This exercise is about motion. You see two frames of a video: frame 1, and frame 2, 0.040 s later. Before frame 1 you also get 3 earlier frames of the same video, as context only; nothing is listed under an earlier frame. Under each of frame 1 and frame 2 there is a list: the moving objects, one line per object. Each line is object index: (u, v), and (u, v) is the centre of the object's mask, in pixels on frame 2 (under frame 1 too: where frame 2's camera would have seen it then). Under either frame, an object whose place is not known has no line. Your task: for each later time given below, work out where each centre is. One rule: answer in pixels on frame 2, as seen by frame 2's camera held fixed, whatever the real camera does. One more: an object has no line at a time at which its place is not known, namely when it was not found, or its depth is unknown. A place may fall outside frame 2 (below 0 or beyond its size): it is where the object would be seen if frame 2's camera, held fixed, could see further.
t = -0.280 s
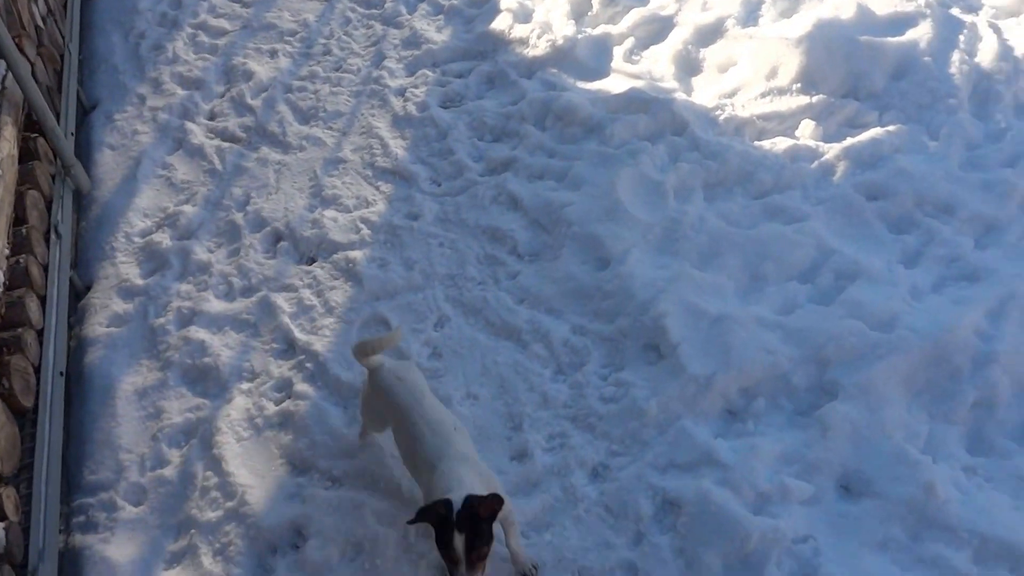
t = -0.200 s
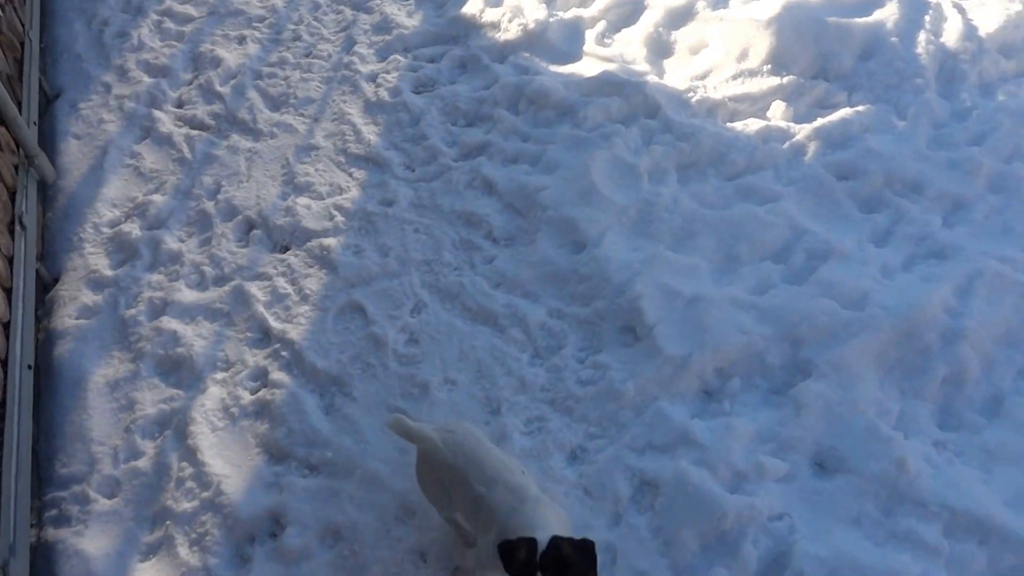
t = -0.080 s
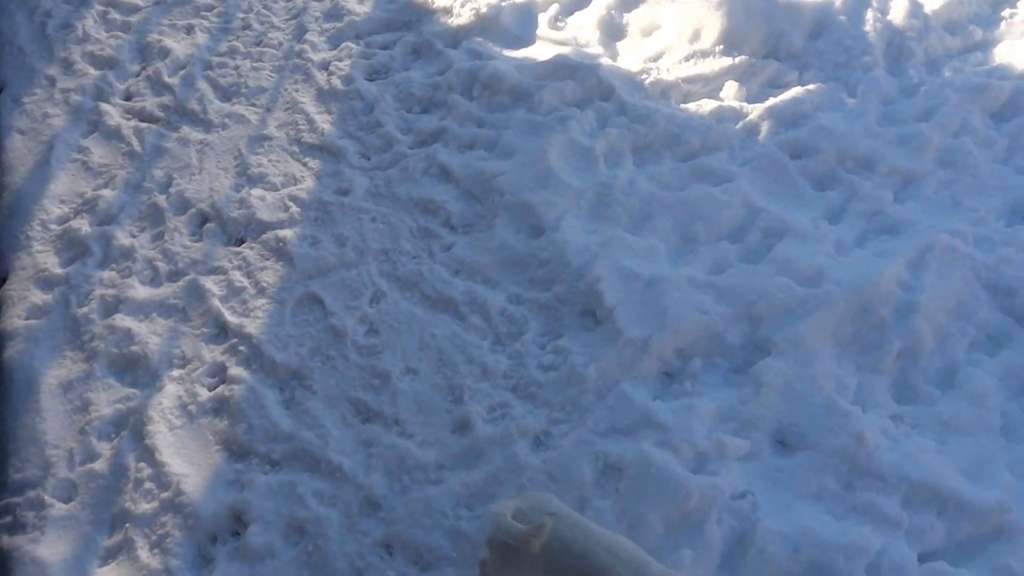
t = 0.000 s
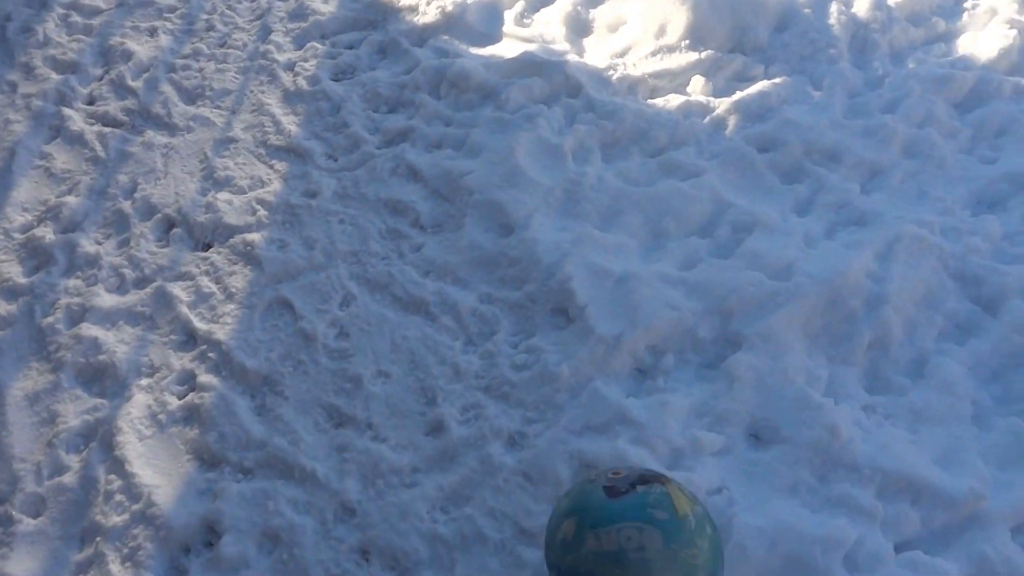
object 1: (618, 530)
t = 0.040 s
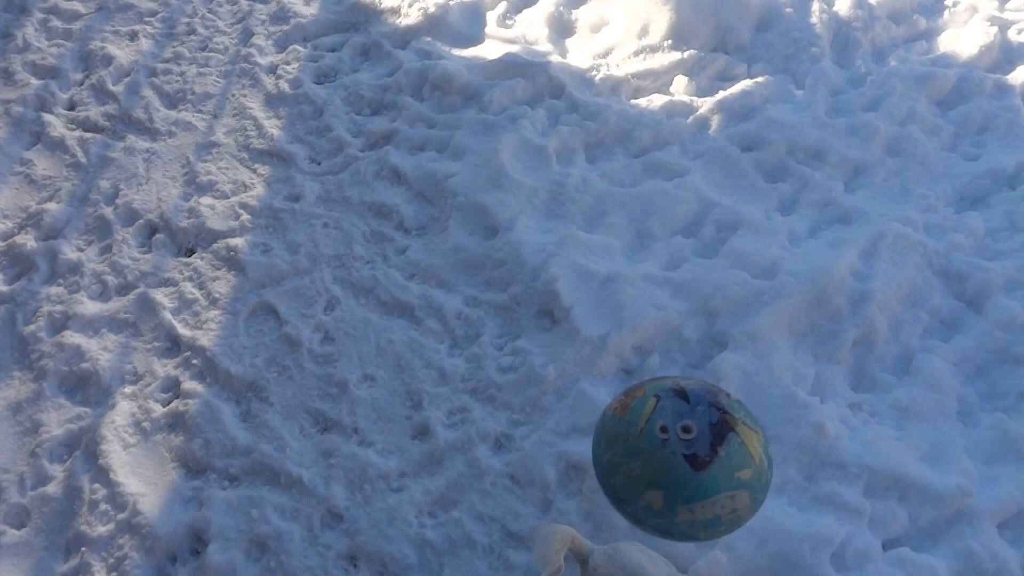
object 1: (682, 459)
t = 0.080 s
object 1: (739, 375)
